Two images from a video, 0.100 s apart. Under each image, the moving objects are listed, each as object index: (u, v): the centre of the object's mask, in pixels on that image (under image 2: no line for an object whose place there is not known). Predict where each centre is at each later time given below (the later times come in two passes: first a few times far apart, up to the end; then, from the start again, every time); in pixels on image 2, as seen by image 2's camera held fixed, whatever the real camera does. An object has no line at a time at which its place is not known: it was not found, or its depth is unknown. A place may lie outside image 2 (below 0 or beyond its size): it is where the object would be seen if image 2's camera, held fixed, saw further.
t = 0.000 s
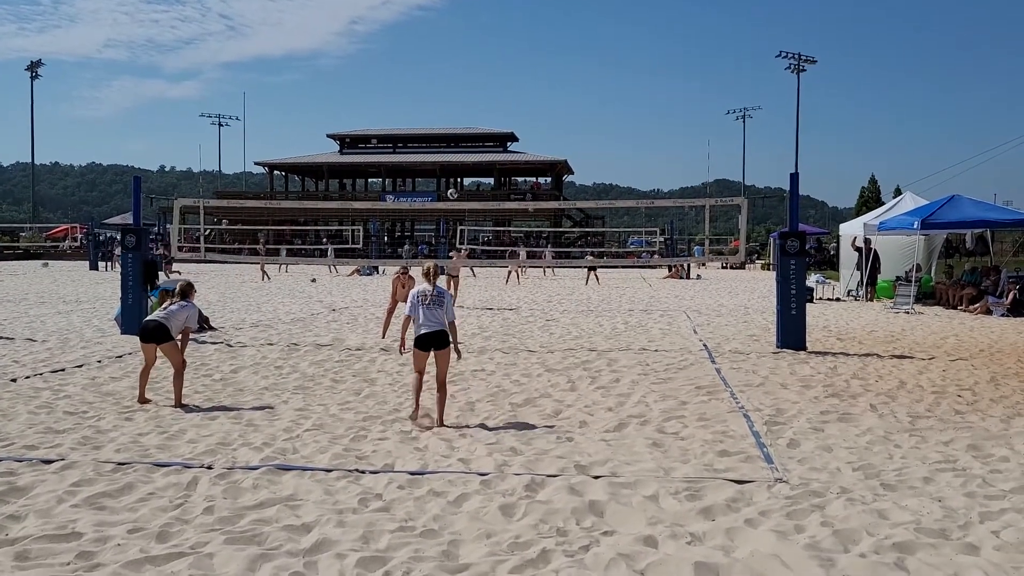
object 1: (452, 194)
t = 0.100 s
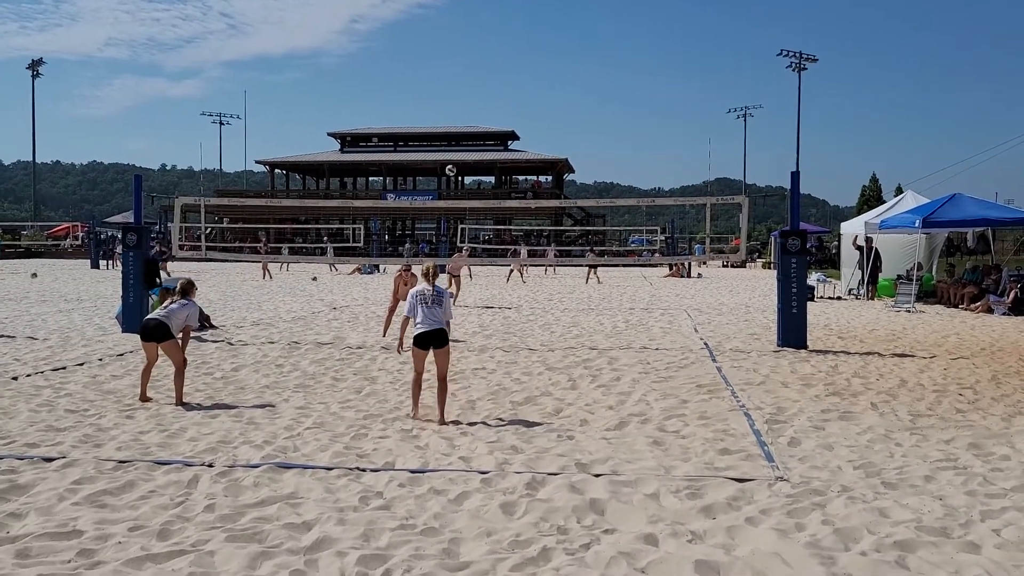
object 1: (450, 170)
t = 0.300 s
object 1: (443, 132)
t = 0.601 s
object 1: (427, 97)
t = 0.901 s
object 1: (408, 113)
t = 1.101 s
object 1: (392, 178)
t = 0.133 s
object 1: (449, 163)
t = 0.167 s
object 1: (447, 156)
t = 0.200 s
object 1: (446, 149)
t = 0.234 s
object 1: (445, 144)
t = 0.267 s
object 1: (444, 138)
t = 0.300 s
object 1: (443, 132)
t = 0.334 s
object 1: (442, 127)
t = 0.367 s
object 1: (440, 121)
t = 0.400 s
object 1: (438, 117)
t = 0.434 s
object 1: (436, 113)
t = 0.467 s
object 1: (435, 109)
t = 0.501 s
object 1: (433, 105)
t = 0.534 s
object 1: (431, 102)
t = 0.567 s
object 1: (430, 99)
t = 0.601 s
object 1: (427, 97)
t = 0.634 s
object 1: (426, 95)
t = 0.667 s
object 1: (424, 94)
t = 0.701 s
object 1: (422, 95)
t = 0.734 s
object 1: (420, 95)
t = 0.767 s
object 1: (417, 97)
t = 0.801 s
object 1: (415, 99)
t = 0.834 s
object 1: (413, 102)
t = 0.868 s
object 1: (411, 108)
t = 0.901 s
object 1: (408, 113)
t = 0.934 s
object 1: (405, 120)
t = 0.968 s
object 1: (403, 128)
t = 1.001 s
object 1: (400, 138)
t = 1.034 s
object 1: (396, 149)
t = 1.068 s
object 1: (394, 163)
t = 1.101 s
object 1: (392, 178)
